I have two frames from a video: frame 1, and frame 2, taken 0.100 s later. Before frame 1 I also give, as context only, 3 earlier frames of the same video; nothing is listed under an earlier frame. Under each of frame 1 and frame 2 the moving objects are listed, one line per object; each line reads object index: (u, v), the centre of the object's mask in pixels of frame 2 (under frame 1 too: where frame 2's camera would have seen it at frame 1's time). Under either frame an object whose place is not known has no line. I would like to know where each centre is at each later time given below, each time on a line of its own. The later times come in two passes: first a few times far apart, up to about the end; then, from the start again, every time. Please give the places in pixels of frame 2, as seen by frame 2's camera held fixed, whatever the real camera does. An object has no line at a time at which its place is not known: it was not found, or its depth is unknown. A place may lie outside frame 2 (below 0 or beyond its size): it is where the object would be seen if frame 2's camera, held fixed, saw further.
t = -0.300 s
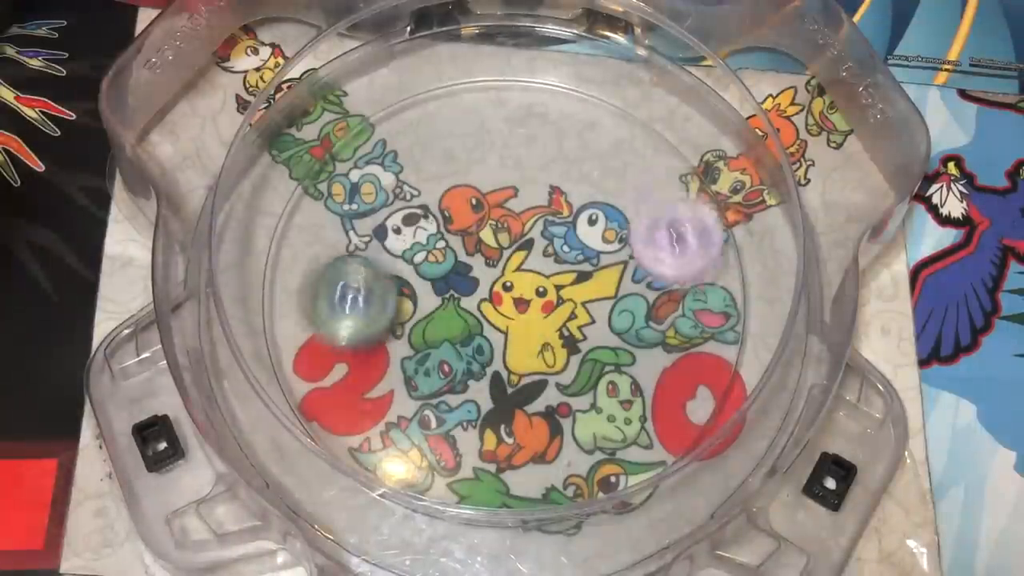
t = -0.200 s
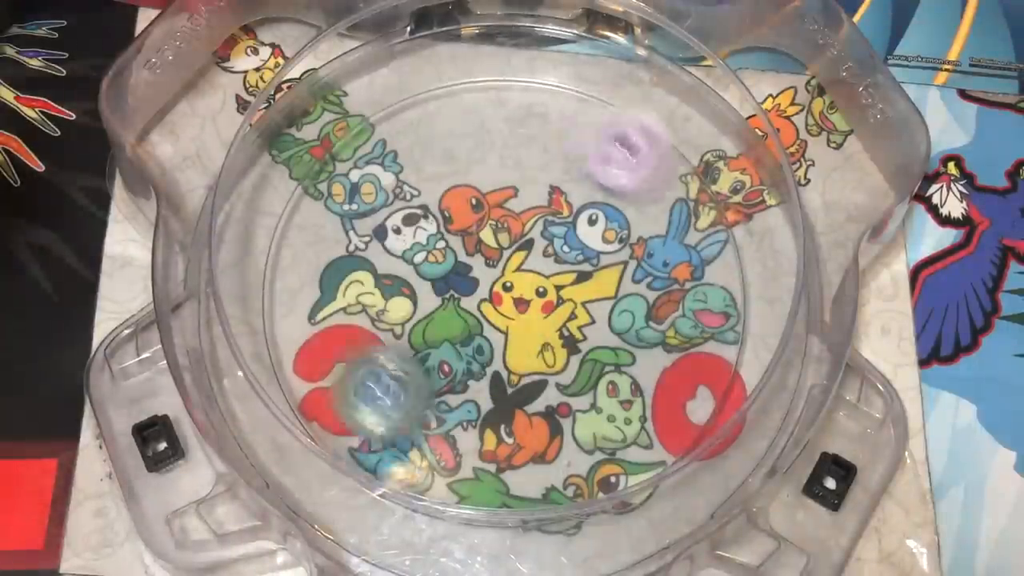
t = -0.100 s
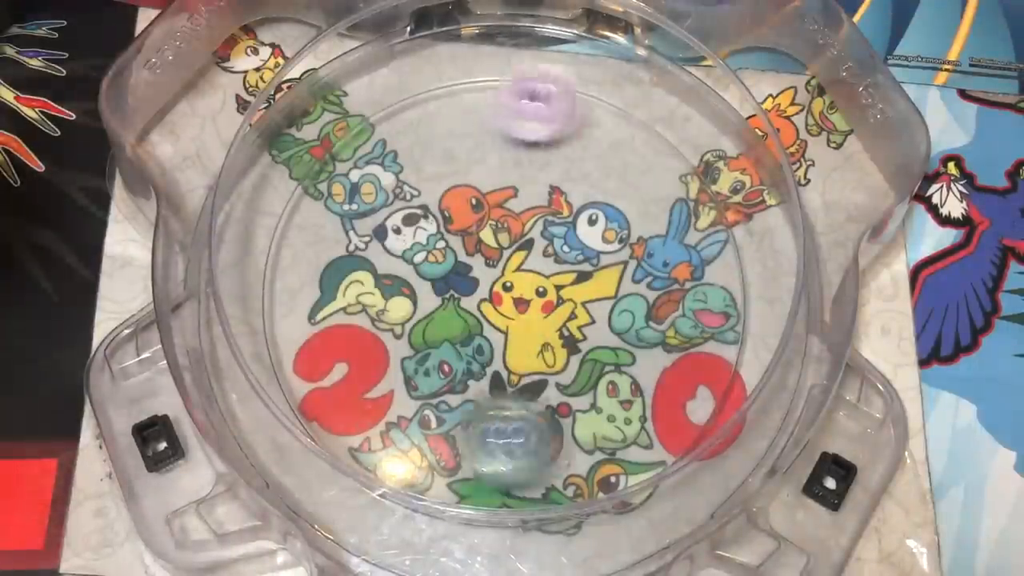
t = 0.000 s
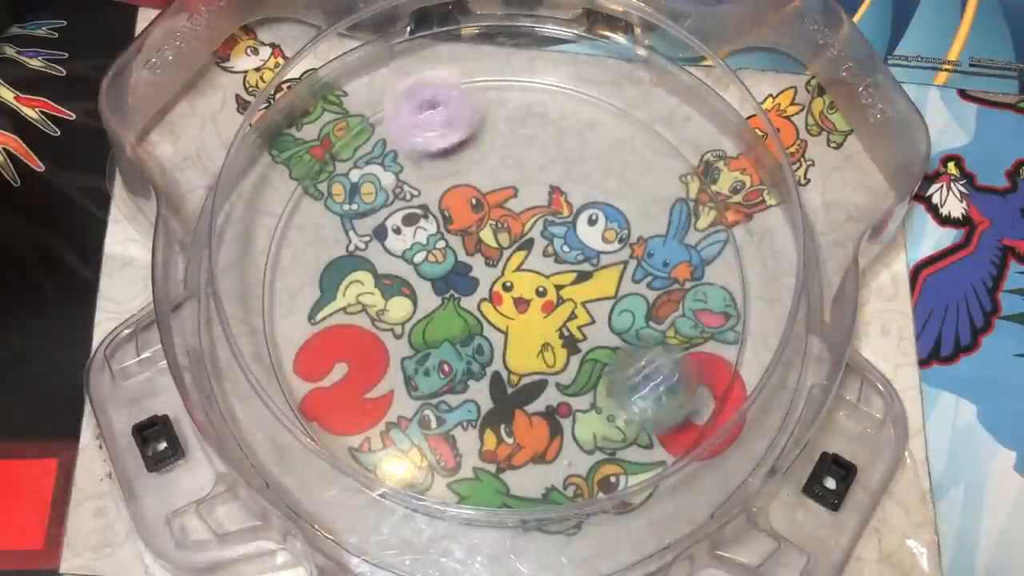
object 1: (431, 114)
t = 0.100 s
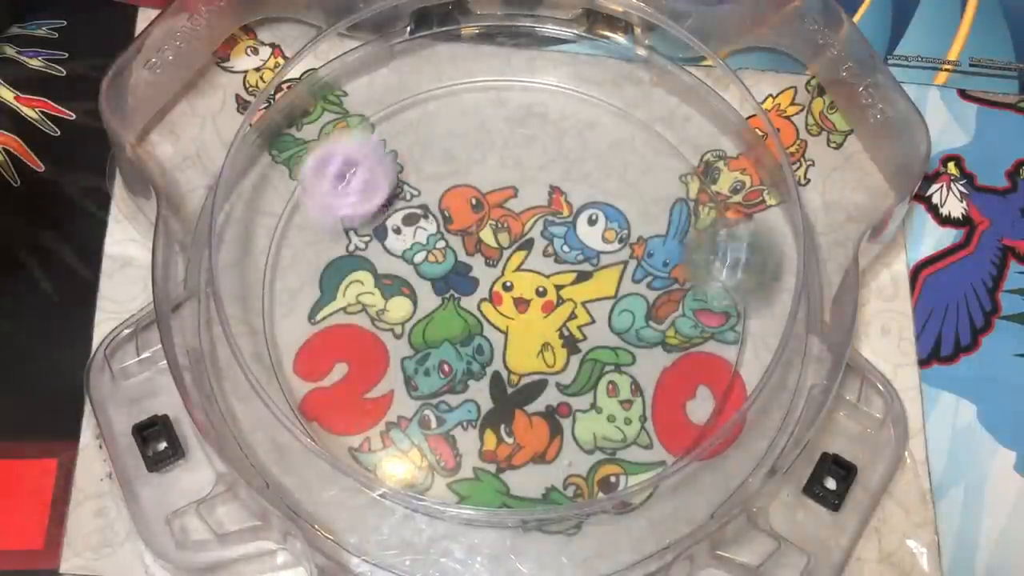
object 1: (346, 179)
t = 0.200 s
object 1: (312, 290)
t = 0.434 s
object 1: (496, 478)
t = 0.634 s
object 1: (708, 376)
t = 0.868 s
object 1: (650, 141)
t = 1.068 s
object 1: (422, 111)
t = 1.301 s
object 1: (279, 449)
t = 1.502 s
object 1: (629, 531)
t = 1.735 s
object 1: (749, 205)
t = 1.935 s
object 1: (517, 62)
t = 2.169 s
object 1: (283, 264)
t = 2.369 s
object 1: (379, 437)
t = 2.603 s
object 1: (621, 352)
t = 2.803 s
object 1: (633, 163)
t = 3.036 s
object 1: (443, 107)
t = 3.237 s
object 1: (319, 218)
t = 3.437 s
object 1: (392, 398)
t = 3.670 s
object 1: (648, 387)
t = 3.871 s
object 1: (694, 219)
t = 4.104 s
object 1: (537, 110)
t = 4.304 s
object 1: (375, 178)
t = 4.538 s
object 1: (383, 391)
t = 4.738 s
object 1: (572, 446)
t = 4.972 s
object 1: (695, 296)
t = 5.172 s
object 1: (612, 161)
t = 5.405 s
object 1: (417, 162)
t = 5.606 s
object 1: (345, 304)
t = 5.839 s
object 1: (476, 431)
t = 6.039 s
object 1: (628, 371)
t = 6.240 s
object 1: (643, 229)
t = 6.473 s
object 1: (507, 148)
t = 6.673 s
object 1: (387, 212)
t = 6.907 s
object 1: (408, 360)
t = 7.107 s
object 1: (544, 397)
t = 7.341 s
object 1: (639, 292)
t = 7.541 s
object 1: (593, 197)
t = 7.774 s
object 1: (468, 185)
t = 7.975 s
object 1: (405, 264)
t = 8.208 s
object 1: (453, 368)
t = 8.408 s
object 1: (559, 368)
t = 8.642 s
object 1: (603, 267)
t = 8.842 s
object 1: (538, 201)
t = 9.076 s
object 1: (435, 230)
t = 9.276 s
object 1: (438, 318)
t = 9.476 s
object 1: (524, 357)
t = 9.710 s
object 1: (597, 288)
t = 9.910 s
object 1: (556, 217)
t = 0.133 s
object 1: (326, 214)
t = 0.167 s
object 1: (316, 249)
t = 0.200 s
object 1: (312, 290)
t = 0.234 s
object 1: (315, 327)
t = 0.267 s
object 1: (328, 368)
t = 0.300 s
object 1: (346, 399)
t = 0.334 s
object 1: (376, 429)
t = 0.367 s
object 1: (412, 450)
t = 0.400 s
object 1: (454, 463)
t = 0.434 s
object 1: (496, 478)
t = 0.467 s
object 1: (540, 480)
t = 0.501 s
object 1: (582, 473)
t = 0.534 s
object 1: (621, 459)
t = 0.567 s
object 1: (656, 431)
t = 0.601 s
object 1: (689, 406)
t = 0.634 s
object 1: (708, 376)
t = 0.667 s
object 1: (722, 340)
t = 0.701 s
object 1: (727, 299)
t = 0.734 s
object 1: (727, 263)
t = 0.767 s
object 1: (716, 229)
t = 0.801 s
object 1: (698, 195)
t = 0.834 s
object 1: (675, 170)
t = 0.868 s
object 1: (650, 141)
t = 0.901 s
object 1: (616, 120)
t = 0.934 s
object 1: (580, 103)
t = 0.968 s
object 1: (544, 93)
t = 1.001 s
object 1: (500, 91)
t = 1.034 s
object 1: (461, 99)
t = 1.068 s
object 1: (422, 111)
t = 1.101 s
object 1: (387, 127)
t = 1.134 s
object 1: (352, 149)
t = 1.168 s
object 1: (325, 184)
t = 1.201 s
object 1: (301, 228)
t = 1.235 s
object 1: (270, 296)
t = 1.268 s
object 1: (285, 365)
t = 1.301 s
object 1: (279, 449)
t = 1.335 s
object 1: (334, 495)
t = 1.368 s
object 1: (407, 535)
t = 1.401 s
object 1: (466, 544)
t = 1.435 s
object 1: (536, 552)
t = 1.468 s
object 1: (594, 547)
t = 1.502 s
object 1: (629, 531)
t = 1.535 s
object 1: (639, 488)
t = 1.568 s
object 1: (697, 462)
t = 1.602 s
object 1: (746, 428)
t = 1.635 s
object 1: (760, 375)
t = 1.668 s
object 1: (755, 318)
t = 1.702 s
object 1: (755, 261)
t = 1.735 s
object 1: (749, 205)
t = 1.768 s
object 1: (732, 160)
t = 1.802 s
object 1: (702, 110)
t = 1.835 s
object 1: (674, 71)
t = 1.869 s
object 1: (625, 60)
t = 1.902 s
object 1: (578, 61)
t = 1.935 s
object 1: (517, 62)
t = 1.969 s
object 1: (464, 72)
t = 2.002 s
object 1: (414, 92)
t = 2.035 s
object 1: (360, 114)
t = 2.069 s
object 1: (322, 151)
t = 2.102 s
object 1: (304, 187)
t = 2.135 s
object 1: (290, 225)
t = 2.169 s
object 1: (283, 264)
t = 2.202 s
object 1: (281, 296)
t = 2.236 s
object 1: (288, 334)
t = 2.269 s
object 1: (309, 369)
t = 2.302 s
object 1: (325, 390)
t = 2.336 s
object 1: (348, 416)
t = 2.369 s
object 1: (379, 437)
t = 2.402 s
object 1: (414, 448)
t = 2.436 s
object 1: (454, 450)
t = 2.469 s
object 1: (496, 444)
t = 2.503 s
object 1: (529, 432)
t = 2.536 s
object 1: (563, 411)
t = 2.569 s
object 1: (595, 385)
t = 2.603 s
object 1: (621, 352)
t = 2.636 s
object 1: (639, 322)
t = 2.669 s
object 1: (652, 284)
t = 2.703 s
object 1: (656, 249)
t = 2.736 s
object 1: (654, 218)
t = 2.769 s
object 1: (646, 189)
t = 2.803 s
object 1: (633, 163)
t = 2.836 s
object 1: (610, 141)
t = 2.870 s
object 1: (587, 123)
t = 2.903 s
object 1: (559, 110)
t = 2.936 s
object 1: (532, 104)
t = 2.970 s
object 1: (501, 100)
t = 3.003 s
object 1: (473, 101)
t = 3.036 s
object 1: (443, 107)
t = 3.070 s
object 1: (417, 117)
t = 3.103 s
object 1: (393, 129)
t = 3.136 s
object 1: (368, 147)
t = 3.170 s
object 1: (349, 167)
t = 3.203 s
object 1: (331, 192)
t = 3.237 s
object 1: (319, 218)
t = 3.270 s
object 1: (314, 251)
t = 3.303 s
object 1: (315, 279)
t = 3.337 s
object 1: (323, 315)
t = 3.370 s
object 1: (341, 347)
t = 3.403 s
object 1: (365, 377)
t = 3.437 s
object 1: (392, 398)
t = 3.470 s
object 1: (431, 420)
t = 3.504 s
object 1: (466, 431)
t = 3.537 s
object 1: (510, 436)
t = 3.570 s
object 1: (546, 433)
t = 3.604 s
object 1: (584, 424)
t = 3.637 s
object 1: (622, 407)
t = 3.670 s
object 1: (648, 387)
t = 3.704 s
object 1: (673, 361)
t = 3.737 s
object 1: (690, 336)
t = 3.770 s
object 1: (700, 306)
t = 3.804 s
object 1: (706, 275)
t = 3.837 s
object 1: (703, 248)
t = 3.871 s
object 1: (694, 219)
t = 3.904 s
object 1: (681, 194)
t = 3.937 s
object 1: (664, 173)
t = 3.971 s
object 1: (643, 153)
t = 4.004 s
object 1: (622, 136)
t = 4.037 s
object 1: (597, 123)
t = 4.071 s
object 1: (569, 114)
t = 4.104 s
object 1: (537, 110)
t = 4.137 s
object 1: (509, 109)
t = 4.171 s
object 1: (477, 113)
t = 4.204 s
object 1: (452, 123)
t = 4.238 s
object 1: (418, 139)
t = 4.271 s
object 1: (398, 153)
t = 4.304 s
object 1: (375, 178)
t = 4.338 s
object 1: (357, 205)
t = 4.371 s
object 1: (346, 236)
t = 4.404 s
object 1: (342, 266)
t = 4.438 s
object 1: (342, 301)
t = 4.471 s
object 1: (350, 335)
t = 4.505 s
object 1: (364, 366)
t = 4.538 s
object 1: (383, 391)
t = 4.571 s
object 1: (407, 414)
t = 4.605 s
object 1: (438, 434)
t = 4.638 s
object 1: (471, 444)
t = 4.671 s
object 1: (505, 451)
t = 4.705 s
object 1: (538, 450)
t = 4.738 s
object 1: (572, 446)
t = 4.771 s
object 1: (601, 434)
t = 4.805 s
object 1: (627, 418)
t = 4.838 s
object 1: (653, 397)
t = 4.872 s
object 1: (672, 375)
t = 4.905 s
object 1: (684, 350)
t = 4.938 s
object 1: (692, 324)
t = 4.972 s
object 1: (695, 296)
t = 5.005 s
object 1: (693, 268)
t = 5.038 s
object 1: (686, 243)
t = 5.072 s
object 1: (674, 218)
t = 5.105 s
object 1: (659, 199)
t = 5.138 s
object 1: (636, 177)
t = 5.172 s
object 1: (612, 161)
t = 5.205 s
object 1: (586, 150)
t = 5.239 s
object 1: (559, 143)
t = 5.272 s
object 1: (531, 141)
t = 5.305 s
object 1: (495, 140)
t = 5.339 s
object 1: (469, 143)
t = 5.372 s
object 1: (443, 151)
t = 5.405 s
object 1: (417, 162)
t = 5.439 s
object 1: (394, 180)
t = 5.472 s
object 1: (373, 200)
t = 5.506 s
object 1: (359, 224)
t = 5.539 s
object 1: (349, 250)
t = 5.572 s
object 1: (344, 278)
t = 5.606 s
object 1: (345, 304)
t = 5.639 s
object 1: (350, 330)
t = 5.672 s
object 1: (362, 355)
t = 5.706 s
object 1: (379, 379)
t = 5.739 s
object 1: (398, 398)
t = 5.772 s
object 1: (423, 413)
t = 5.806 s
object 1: (448, 424)
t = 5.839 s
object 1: (476, 431)
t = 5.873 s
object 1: (504, 433)
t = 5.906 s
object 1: (533, 430)
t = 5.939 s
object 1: (559, 421)
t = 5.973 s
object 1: (589, 407)
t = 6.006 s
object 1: (611, 390)
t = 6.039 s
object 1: (628, 371)
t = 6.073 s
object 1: (642, 348)
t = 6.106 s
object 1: (652, 325)
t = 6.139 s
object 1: (657, 299)
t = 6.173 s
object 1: (657, 275)
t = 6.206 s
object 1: (651, 251)
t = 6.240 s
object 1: (643, 229)
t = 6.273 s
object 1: (629, 206)
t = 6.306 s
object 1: (617, 189)
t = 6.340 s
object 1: (597, 172)
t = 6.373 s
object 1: (576, 163)
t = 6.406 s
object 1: (553, 156)
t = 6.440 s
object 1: (530, 149)
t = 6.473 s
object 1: (507, 148)
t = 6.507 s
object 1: (482, 150)
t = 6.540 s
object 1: (460, 156)
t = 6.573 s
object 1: (438, 166)
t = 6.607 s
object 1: (417, 179)
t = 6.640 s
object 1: (400, 196)
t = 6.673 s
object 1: (387, 212)
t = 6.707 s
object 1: (378, 232)
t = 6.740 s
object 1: (372, 254)
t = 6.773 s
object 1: (370, 277)
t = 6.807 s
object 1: (372, 299)
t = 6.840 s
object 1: (380, 322)
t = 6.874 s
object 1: (391, 342)
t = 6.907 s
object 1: (408, 360)
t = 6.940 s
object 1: (426, 375)
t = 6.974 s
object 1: (448, 387)
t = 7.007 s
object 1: (470, 395)
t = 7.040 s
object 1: (495, 401)
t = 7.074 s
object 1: (521, 401)
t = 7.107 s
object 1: (544, 397)
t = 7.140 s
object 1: (566, 389)
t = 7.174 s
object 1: (588, 379)
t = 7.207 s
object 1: (604, 365)
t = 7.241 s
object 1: (618, 348)
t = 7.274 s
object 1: (629, 331)
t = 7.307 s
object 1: (635, 312)
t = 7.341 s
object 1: (639, 292)
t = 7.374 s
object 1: (639, 273)
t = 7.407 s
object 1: (634, 255)
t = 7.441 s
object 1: (627, 240)
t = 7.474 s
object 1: (619, 222)
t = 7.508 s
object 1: (607, 208)
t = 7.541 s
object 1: (593, 197)
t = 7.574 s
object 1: (576, 187)
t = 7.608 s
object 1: (556, 180)
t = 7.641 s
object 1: (541, 177)
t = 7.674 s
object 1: (523, 175)
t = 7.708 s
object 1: (504, 176)
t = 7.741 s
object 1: (487, 180)
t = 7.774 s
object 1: (468, 185)
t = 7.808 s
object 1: (452, 195)
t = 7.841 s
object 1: (438, 205)
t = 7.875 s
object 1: (425, 219)
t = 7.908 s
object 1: (415, 234)
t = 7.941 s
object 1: (408, 248)
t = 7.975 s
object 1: (405, 264)
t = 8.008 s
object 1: (403, 282)
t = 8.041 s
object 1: (405, 300)
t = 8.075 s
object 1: (408, 316)
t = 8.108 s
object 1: (416, 332)
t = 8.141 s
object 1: (425, 347)
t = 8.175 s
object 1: (439, 359)
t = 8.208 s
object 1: (453, 368)
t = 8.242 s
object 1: (469, 376)
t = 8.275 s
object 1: (487, 381)
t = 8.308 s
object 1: (506, 382)
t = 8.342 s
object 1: (524, 380)
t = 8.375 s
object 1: (543, 376)
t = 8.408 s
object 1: (559, 368)
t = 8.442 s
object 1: (574, 357)
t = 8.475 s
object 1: (586, 344)
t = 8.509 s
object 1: (596, 330)
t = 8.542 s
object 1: (602, 315)
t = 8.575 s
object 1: (605, 298)
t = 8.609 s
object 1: (606, 282)
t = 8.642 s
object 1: (603, 267)
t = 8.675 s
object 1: (597, 251)
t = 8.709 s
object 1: (589, 238)
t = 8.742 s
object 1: (578, 226)
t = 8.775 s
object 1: (566, 215)
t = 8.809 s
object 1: (551, 207)
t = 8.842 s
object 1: (538, 201)
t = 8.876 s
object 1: (522, 196)
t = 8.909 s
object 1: (505, 196)
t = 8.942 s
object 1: (489, 197)
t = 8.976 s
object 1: (473, 202)
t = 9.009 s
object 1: (459, 208)
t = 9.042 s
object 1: (447, 217)
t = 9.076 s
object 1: (435, 230)
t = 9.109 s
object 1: (428, 243)
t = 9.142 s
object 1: (423, 259)
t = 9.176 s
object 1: (422, 273)
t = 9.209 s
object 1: (424, 290)
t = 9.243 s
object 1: (430, 305)
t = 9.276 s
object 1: (438, 318)
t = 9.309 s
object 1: (448, 331)
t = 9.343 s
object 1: (460, 341)
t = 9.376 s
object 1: (474, 349)
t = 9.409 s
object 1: (490, 354)
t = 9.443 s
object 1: (507, 357)
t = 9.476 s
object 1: (524, 357)
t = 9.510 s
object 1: (540, 354)
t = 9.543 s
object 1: (555, 347)
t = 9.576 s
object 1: (569, 338)
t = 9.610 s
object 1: (580, 328)
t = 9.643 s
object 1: (589, 316)
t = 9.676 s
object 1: (594, 302)
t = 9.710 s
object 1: (597, 288)
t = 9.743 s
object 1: (597, 274)
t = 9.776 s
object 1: (594, 260)
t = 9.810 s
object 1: (588, 247)
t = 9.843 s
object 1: (580, 234)
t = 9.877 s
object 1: (568, 224)
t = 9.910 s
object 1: (556, 217)
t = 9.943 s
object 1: (542, 212)
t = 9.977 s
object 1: (527, 209)
